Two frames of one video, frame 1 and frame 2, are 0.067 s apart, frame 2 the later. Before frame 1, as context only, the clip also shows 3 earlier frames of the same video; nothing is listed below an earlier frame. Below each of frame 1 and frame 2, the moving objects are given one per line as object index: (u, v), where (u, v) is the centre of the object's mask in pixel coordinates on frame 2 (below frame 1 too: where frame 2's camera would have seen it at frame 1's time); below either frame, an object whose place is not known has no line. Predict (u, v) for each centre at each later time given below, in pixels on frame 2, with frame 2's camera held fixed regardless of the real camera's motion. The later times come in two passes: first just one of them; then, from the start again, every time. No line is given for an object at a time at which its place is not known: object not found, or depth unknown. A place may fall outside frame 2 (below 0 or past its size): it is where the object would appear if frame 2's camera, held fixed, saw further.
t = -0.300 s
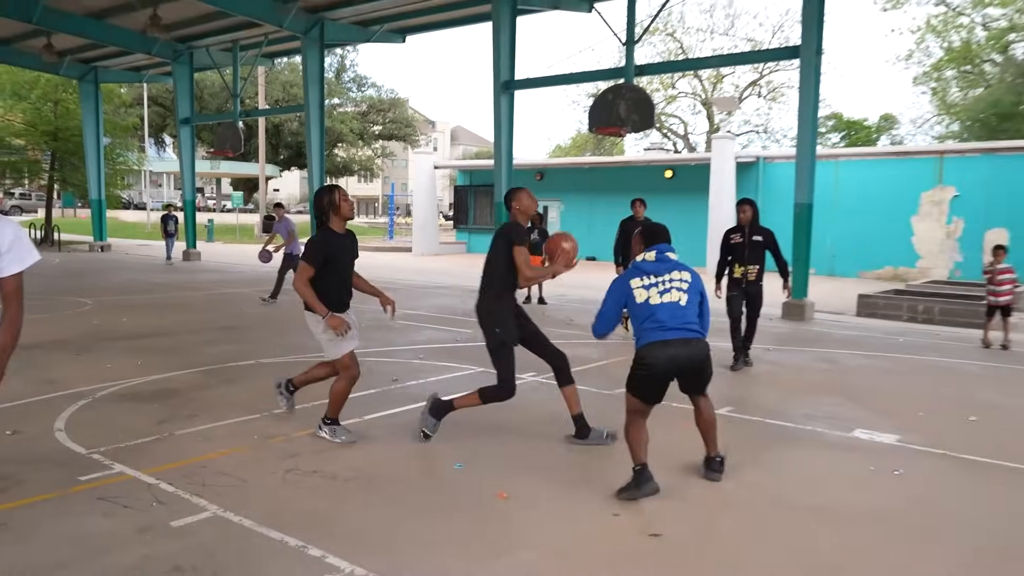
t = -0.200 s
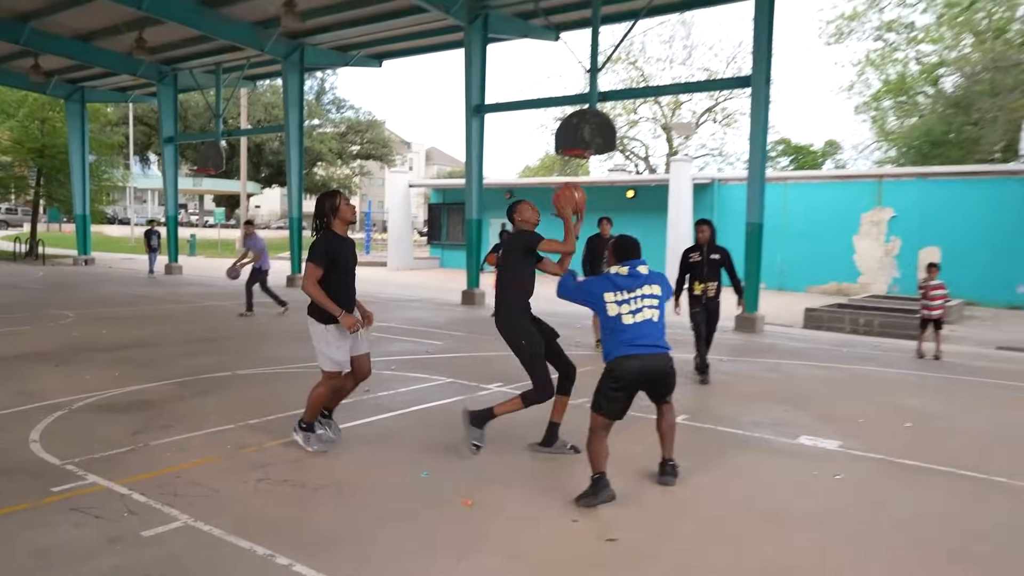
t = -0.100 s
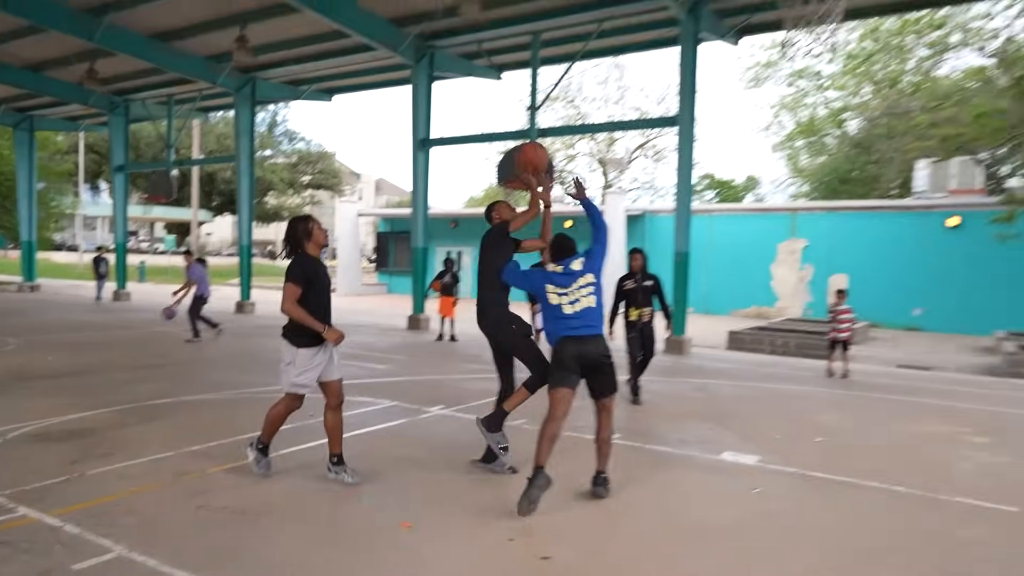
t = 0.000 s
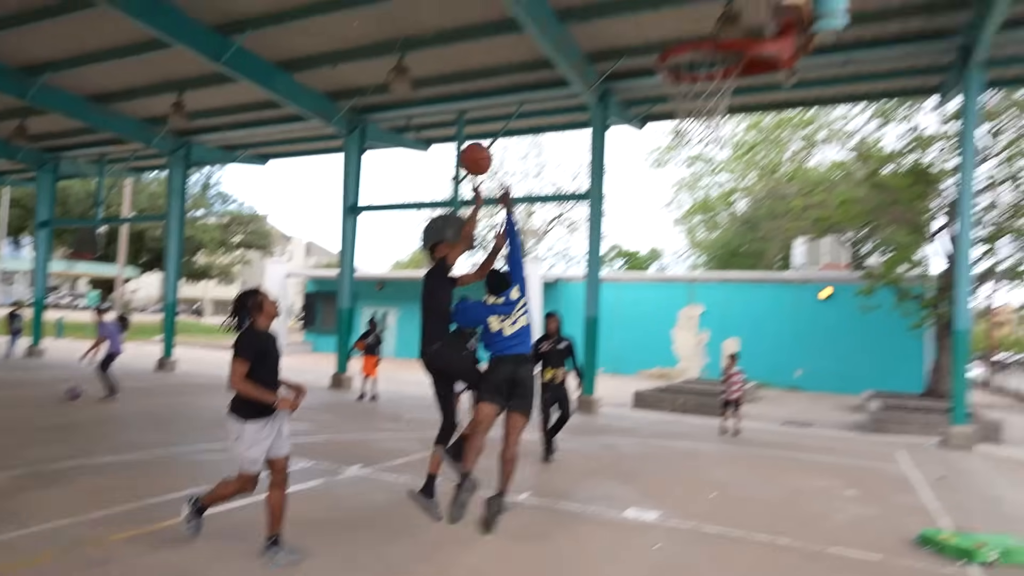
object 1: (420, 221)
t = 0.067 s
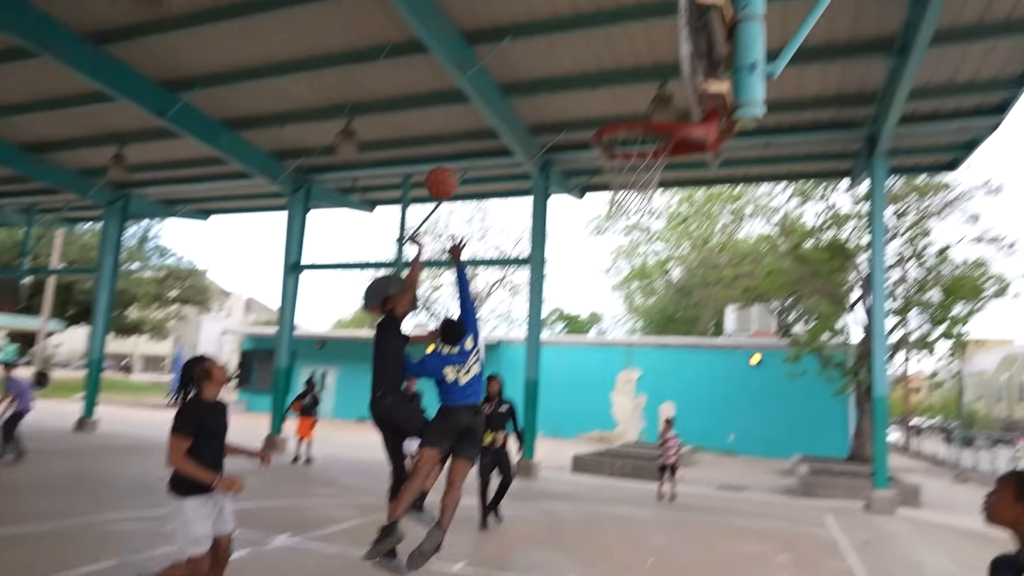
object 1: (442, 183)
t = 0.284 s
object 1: (511, 92)
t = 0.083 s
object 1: (447, 173)
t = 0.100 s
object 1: (452, 166)
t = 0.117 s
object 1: (457, 157)
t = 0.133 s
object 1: (462, 149)
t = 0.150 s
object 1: (468, 143)
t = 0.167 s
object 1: (473, 135)
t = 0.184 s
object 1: (478, 128)
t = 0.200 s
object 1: (483, 122)
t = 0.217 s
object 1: (488, 116)
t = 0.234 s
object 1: (494, 109)
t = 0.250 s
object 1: (499, 103)
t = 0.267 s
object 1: (505, 98)
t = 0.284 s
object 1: (511, 92)
